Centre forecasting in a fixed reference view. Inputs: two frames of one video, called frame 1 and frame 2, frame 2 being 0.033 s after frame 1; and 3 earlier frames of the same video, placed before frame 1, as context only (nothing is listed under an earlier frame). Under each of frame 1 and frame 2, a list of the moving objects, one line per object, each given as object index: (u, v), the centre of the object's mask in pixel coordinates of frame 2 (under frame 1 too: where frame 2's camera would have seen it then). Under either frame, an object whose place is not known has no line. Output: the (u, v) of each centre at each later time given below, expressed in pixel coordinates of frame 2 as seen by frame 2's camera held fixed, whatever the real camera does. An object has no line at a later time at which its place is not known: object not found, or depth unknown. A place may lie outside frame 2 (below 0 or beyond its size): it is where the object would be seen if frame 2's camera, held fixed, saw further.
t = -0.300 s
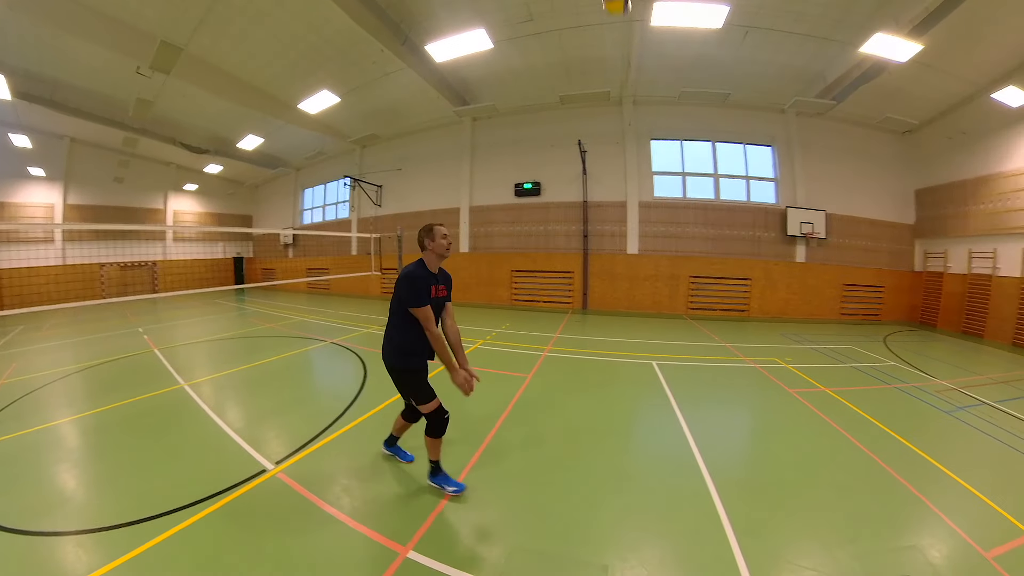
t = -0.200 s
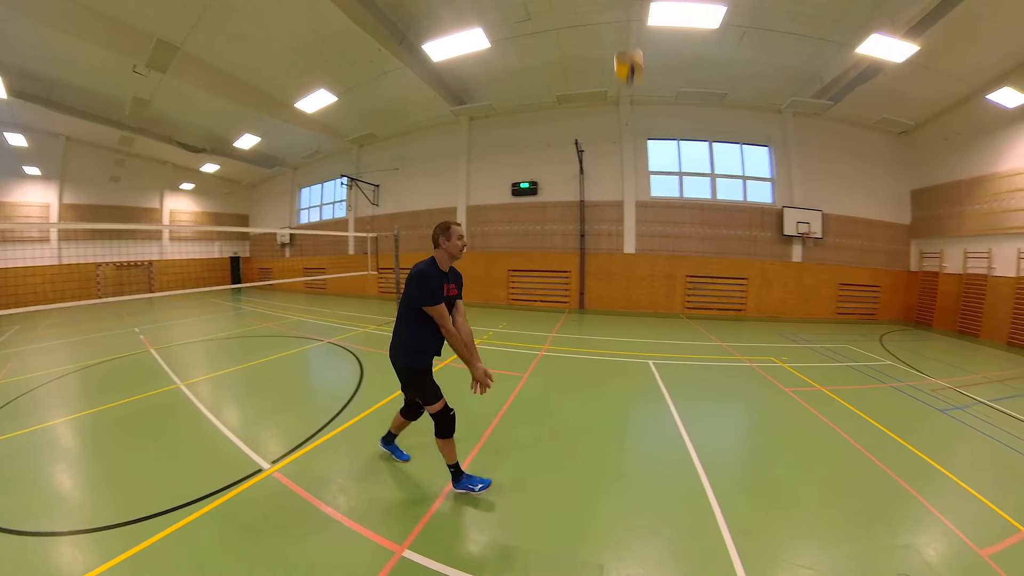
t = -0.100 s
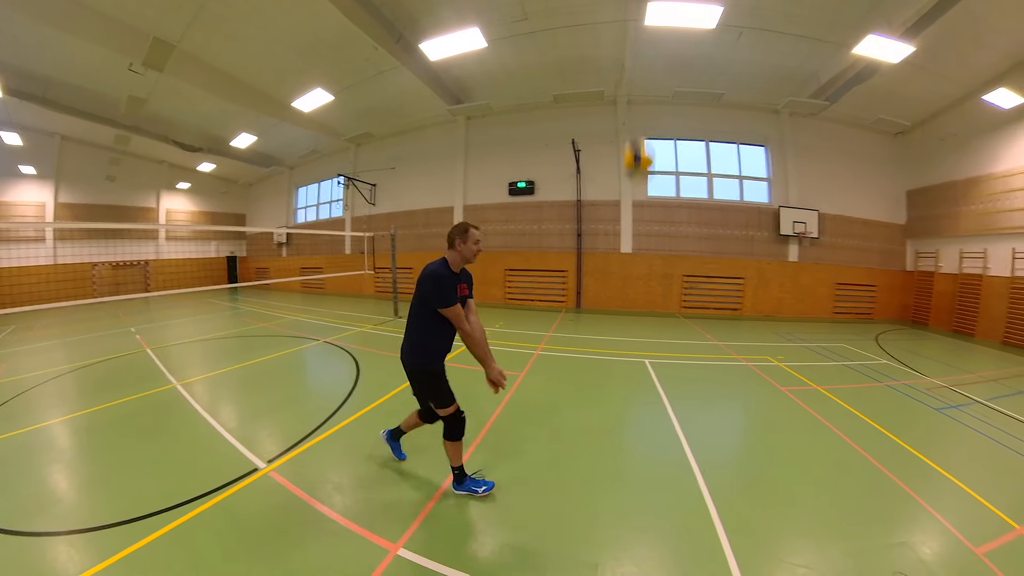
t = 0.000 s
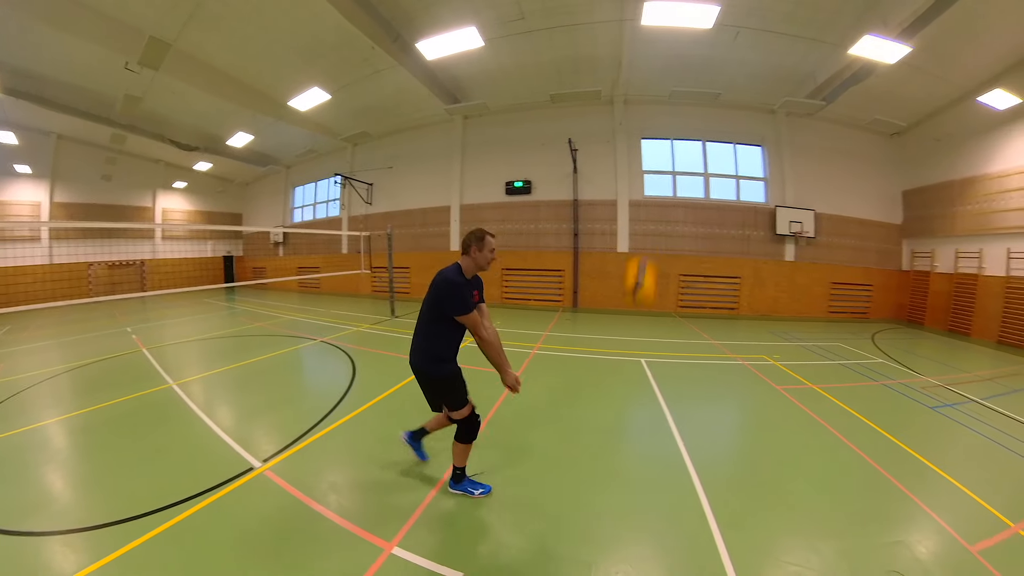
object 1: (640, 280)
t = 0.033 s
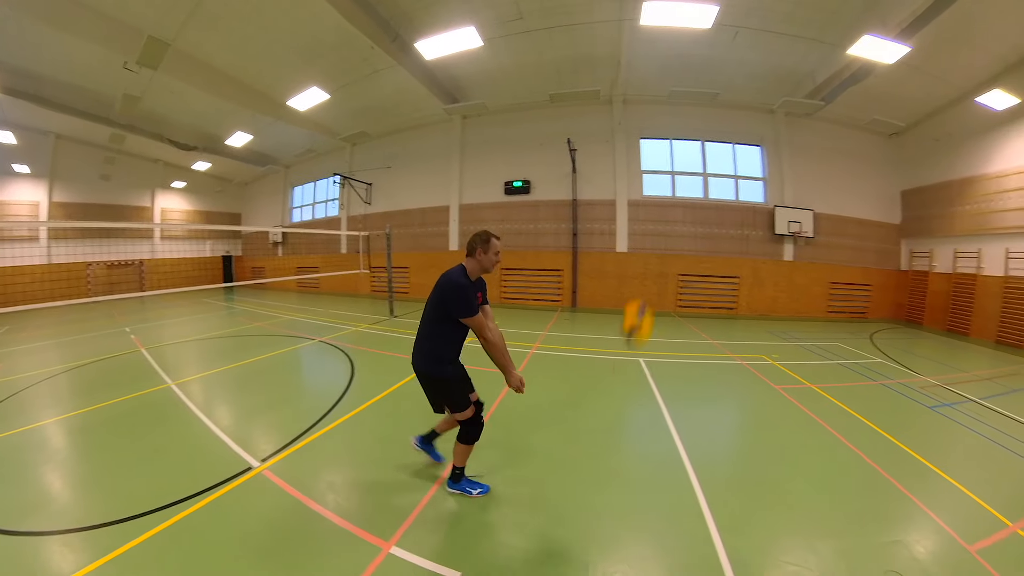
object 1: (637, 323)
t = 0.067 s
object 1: (633, 366)
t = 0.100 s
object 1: (629, 404)
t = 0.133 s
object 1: (624, 440)
